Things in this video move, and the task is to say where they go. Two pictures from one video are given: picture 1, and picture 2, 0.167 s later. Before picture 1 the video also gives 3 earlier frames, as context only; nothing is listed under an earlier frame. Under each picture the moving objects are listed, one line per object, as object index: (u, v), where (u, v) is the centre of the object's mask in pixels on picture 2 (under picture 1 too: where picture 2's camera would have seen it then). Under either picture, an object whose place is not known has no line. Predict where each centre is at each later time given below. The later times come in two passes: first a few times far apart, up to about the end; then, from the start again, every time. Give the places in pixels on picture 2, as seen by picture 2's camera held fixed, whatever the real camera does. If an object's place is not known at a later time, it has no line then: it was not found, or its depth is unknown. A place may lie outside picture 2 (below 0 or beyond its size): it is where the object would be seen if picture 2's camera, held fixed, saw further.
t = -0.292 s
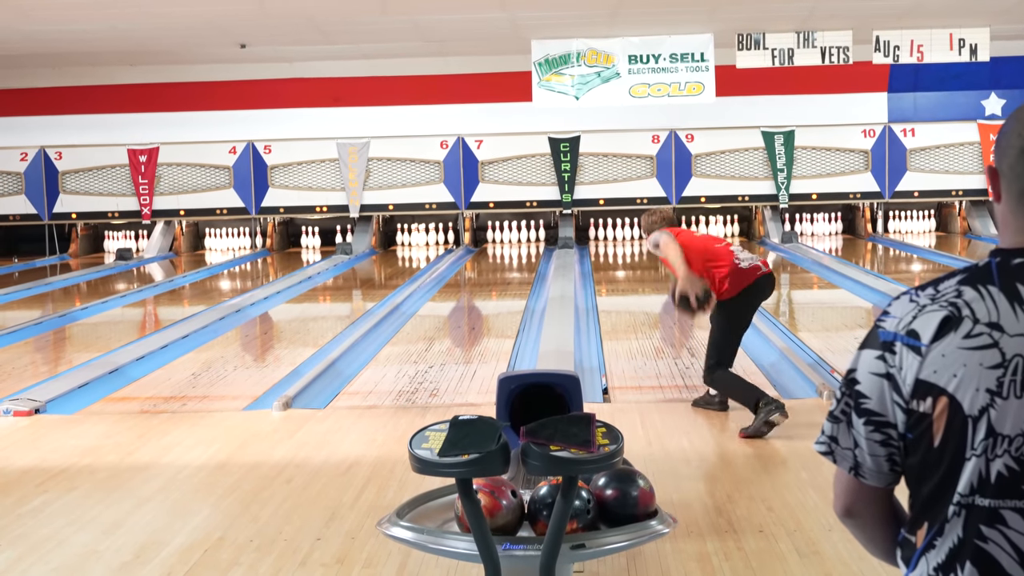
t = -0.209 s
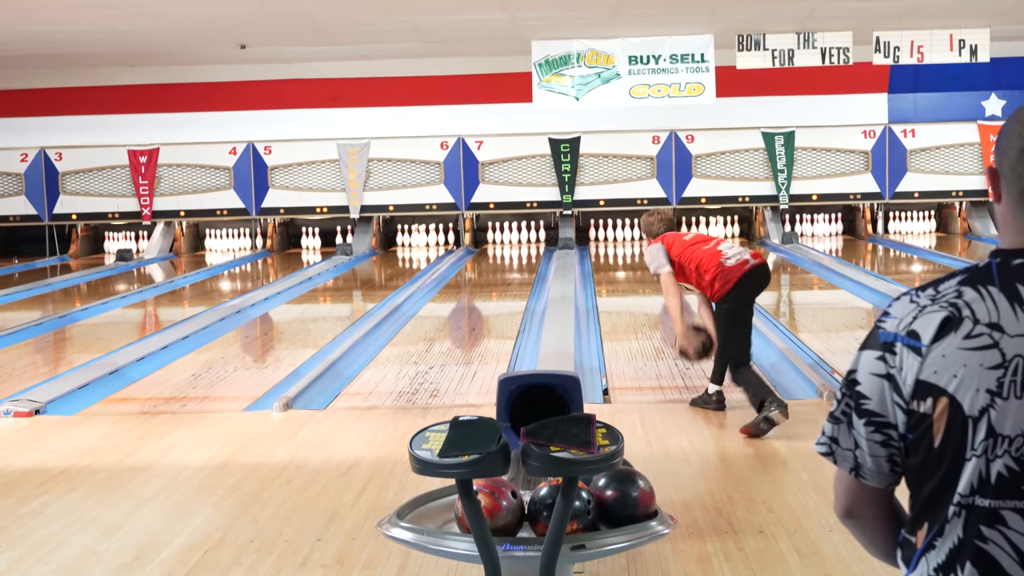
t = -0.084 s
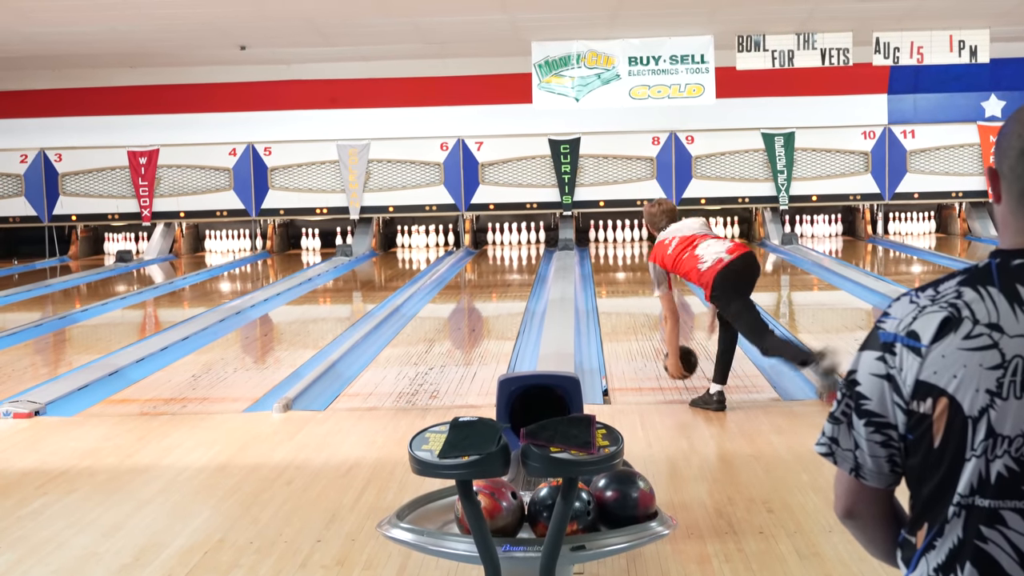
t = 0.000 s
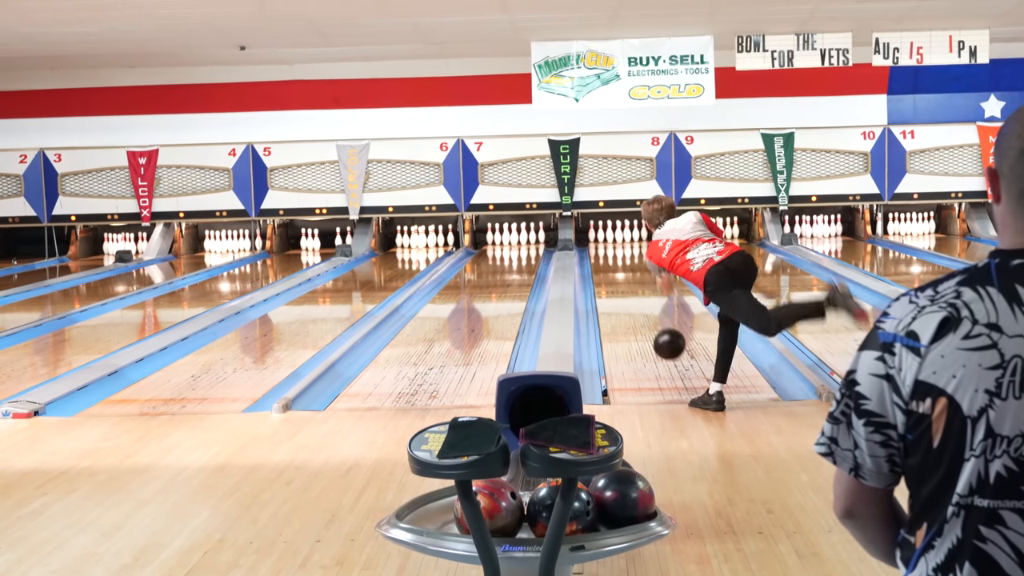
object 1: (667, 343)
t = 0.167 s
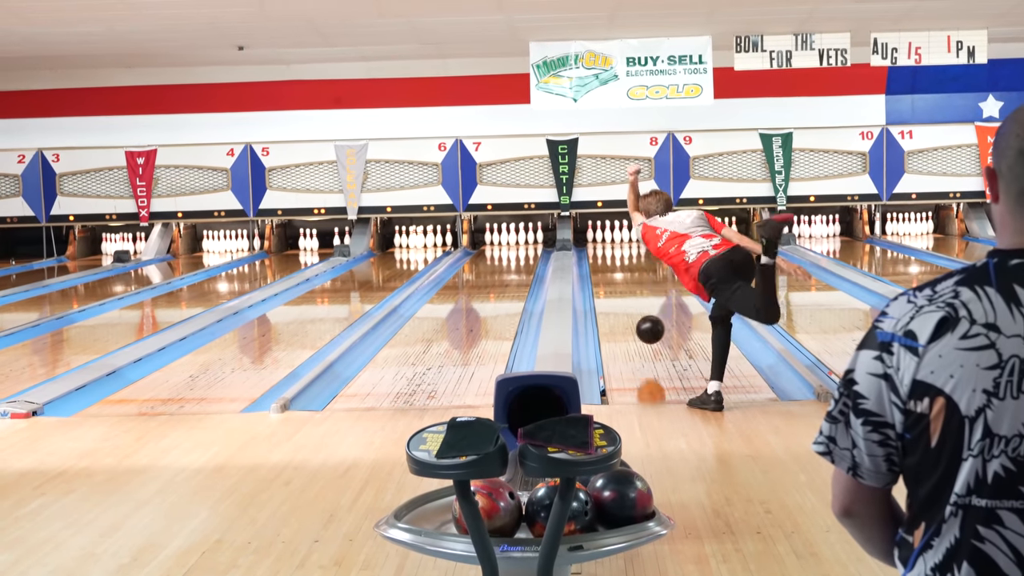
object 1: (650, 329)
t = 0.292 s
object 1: (639, 330)
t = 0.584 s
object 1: (621, 304)
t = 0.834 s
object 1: (610, 287)
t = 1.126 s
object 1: (601, 273)
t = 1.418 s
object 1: (597, 260)
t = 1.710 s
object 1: (597, 251)
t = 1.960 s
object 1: (601, 244)
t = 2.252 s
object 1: (609, 237)
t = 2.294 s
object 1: (609, 237)
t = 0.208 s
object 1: (646, 331)
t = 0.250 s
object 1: (643, 336)
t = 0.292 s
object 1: (639, 330)
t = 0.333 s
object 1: (636, 325)
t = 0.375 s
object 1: (633, 322)
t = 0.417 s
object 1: (630, 319)
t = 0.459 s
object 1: (628, 315)
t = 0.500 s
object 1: (625, 311)
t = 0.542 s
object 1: (623, 308)
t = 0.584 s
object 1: (621, 304)
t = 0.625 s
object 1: (619, 301)
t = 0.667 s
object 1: (617, 298)
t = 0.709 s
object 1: (615, 295)
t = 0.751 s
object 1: (613, 292)
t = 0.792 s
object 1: (611, 290)
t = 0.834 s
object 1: (610, 287)
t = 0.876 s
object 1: (608, 285)
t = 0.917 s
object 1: (607, 283)
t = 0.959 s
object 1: (606, 281)
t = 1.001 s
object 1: (604, 278)
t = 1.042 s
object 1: (603, 277)
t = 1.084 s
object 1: (602, 274)
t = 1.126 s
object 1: (601, 273)
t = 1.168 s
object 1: (601, 270)
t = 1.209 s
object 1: (600, 269)
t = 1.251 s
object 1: (599, 267)
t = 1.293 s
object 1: (598, 265)
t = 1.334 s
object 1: (597, 263)
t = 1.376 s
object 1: (597, 262)
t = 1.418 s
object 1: (597, 260)
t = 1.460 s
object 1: (595, 258)
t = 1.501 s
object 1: (596, 257)
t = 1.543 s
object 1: (596, 256)
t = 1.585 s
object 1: (596, 254)
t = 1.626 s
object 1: (596, 253)
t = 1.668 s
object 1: (597, 252)
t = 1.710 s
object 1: (597, 251)
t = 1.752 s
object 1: (597, 249)
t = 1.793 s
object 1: (598, 248)
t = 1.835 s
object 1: (599, 247)
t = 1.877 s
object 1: (600, 246)
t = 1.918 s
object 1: (600, 245)
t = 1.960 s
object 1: (601, 244)
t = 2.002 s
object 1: (603, 243)
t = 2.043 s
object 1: (604, 242)
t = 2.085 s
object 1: (605, 241)
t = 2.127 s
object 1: (606, 240)
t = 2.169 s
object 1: (608, 239)
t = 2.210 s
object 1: (610, 238)
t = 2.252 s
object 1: (609, 237)
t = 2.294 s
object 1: (609, 237)
